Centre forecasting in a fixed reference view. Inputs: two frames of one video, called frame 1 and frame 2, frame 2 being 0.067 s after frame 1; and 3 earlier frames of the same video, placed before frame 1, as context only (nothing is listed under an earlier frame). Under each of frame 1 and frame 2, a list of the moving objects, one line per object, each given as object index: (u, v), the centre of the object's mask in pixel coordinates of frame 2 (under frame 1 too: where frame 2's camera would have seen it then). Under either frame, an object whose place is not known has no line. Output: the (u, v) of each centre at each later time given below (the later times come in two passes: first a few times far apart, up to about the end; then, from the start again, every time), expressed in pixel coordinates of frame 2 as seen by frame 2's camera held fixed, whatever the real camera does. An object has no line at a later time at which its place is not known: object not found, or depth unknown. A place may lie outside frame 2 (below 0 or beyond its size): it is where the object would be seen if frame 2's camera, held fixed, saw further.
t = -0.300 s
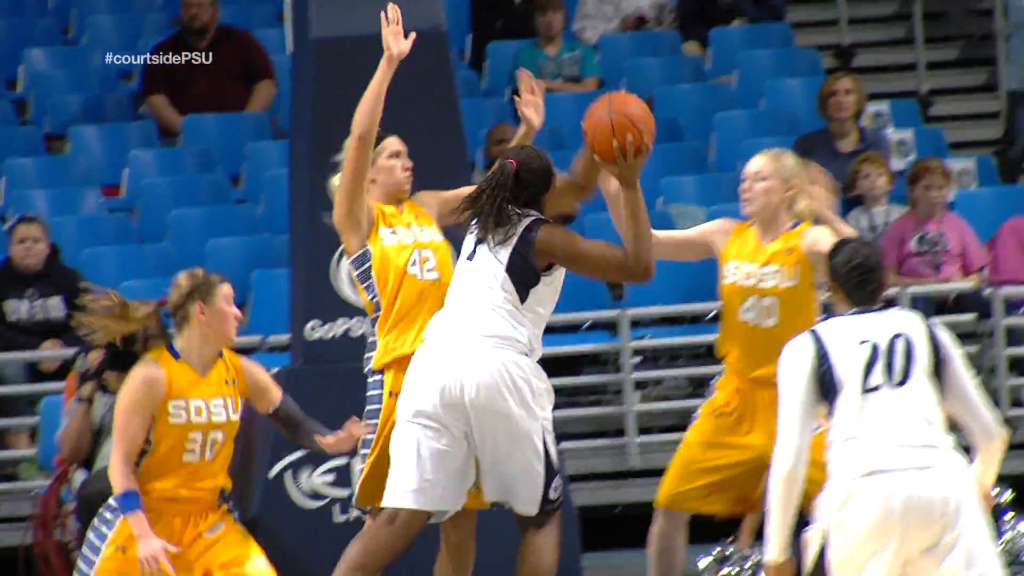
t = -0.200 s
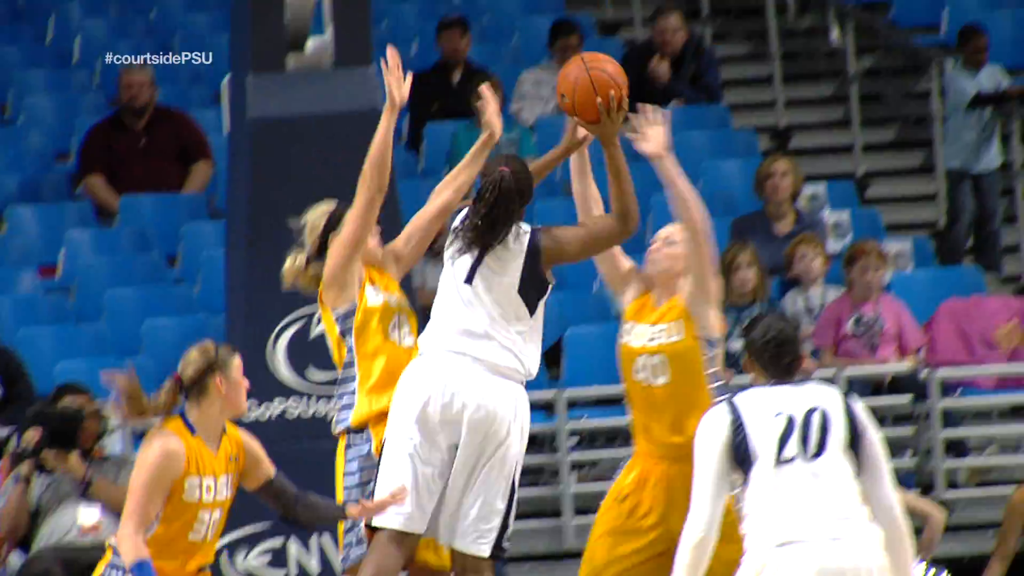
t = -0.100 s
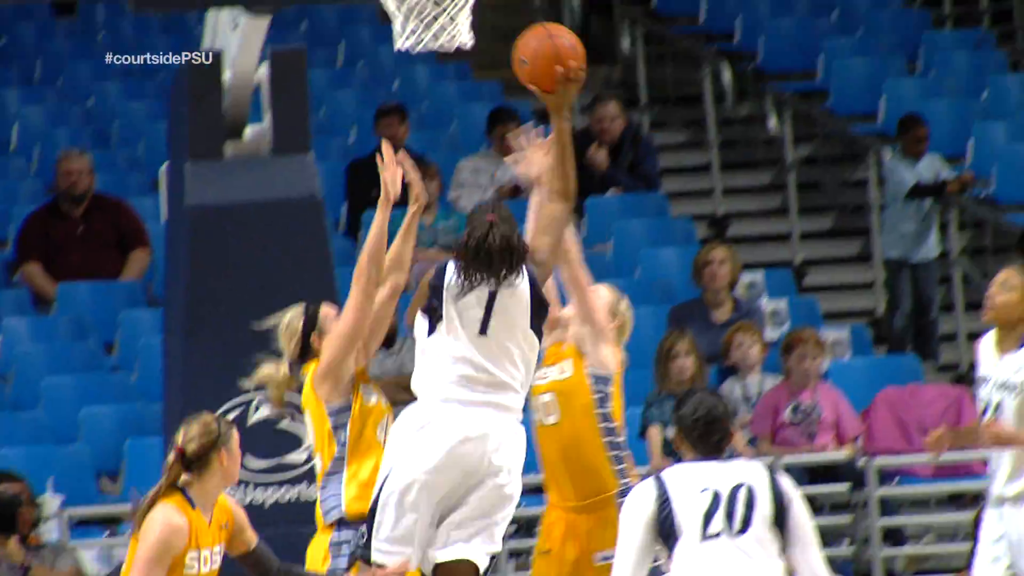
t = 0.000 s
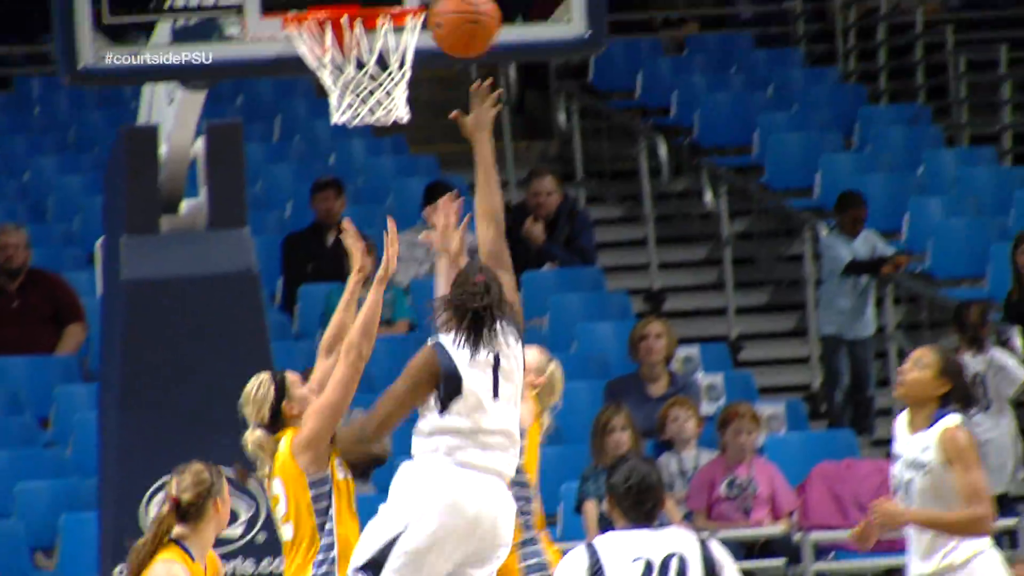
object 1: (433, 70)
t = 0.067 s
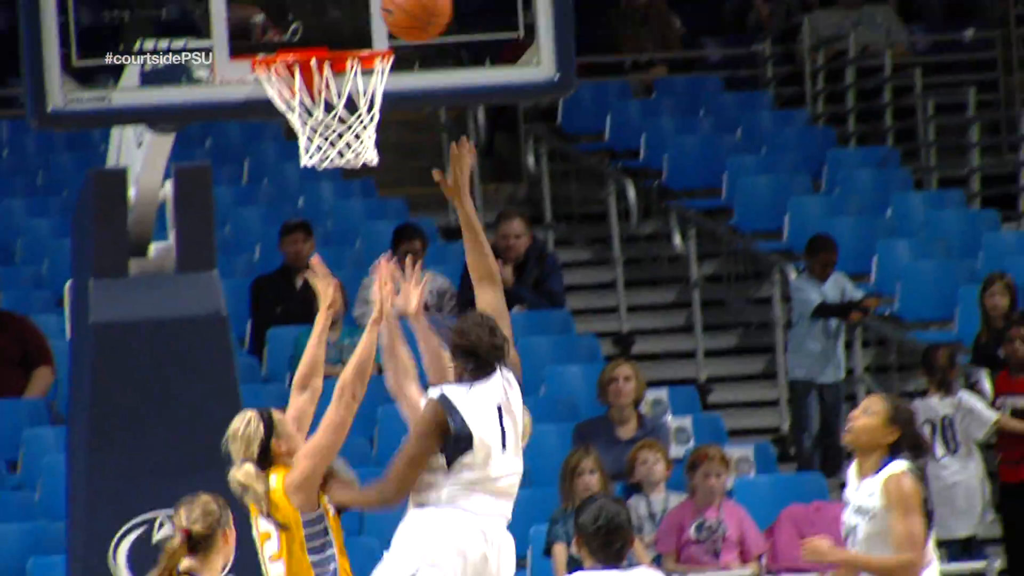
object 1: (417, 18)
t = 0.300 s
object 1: (363, -88)
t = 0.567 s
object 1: (326, -12)
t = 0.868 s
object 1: (303, 163)
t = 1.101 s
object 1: (235, 328)
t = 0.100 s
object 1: (408, -4)
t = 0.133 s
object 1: (400, -23)
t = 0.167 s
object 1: (393, -40)
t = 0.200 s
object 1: (385, -55)
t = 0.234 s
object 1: (377, -68)
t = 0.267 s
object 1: (370, -79)
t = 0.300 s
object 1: (363, -88)
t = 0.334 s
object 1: (357, -93)
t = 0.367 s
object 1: (351, -91)
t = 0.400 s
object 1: (344, -84)
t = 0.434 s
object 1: (339, -74)
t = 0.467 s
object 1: (333, -62)
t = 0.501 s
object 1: (329, -47)
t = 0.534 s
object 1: (324, -28)
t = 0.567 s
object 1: (326, -12)
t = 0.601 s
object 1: (333, 7)
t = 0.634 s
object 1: (340, 24)
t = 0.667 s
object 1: (346, 50)
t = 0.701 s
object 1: (349, 77)
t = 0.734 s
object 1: (343, 96)
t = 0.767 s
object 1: (332, 114)
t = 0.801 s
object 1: (320, 117)
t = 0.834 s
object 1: (313, 149)
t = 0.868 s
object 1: (303, 163)
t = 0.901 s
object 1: (292, 170)
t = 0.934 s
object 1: (282, 187)
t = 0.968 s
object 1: (272, 209)
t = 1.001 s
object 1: (263, 234)
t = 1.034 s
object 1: (254, 262)
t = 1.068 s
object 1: (245, 293)
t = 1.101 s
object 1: (235, 328)
